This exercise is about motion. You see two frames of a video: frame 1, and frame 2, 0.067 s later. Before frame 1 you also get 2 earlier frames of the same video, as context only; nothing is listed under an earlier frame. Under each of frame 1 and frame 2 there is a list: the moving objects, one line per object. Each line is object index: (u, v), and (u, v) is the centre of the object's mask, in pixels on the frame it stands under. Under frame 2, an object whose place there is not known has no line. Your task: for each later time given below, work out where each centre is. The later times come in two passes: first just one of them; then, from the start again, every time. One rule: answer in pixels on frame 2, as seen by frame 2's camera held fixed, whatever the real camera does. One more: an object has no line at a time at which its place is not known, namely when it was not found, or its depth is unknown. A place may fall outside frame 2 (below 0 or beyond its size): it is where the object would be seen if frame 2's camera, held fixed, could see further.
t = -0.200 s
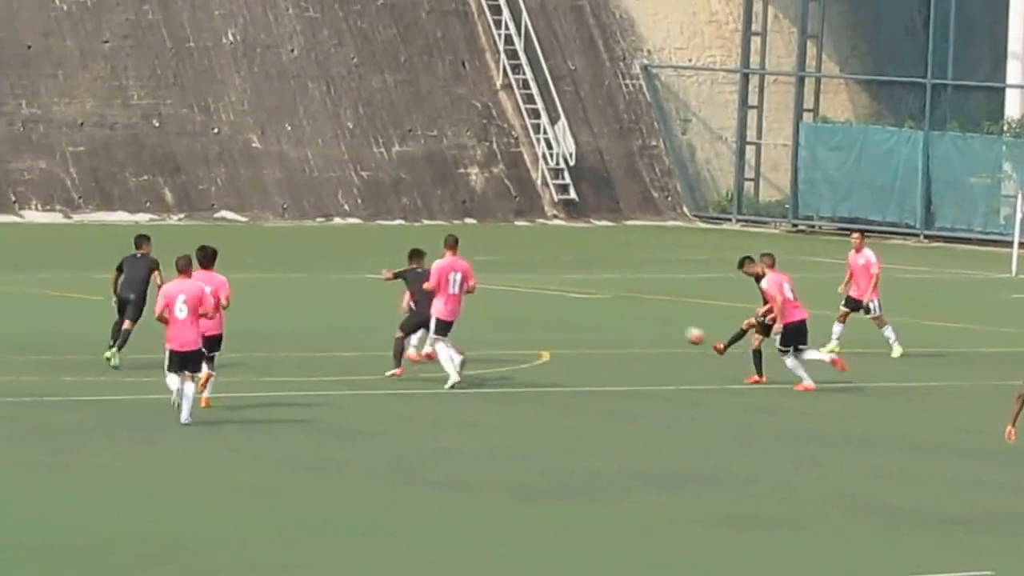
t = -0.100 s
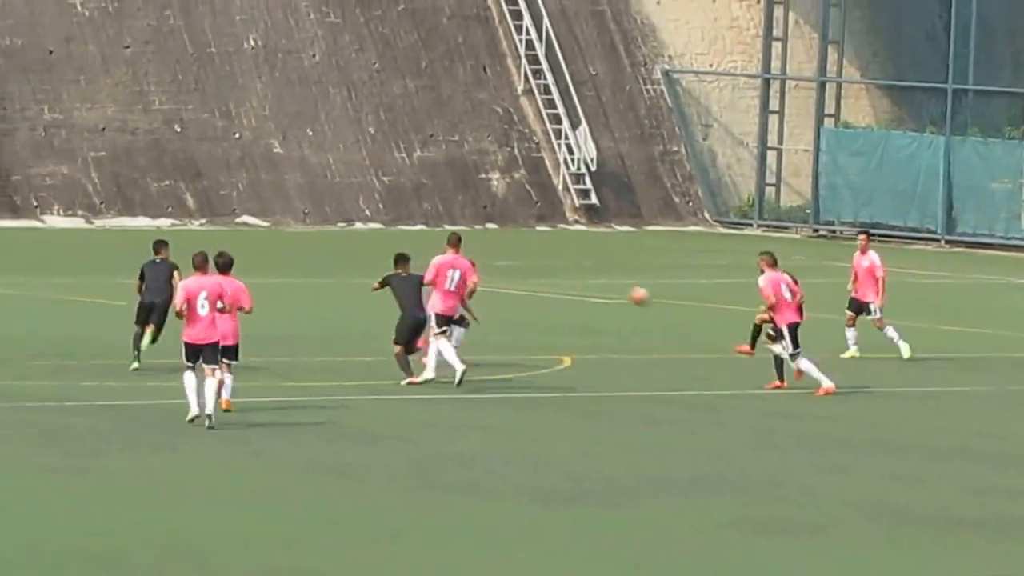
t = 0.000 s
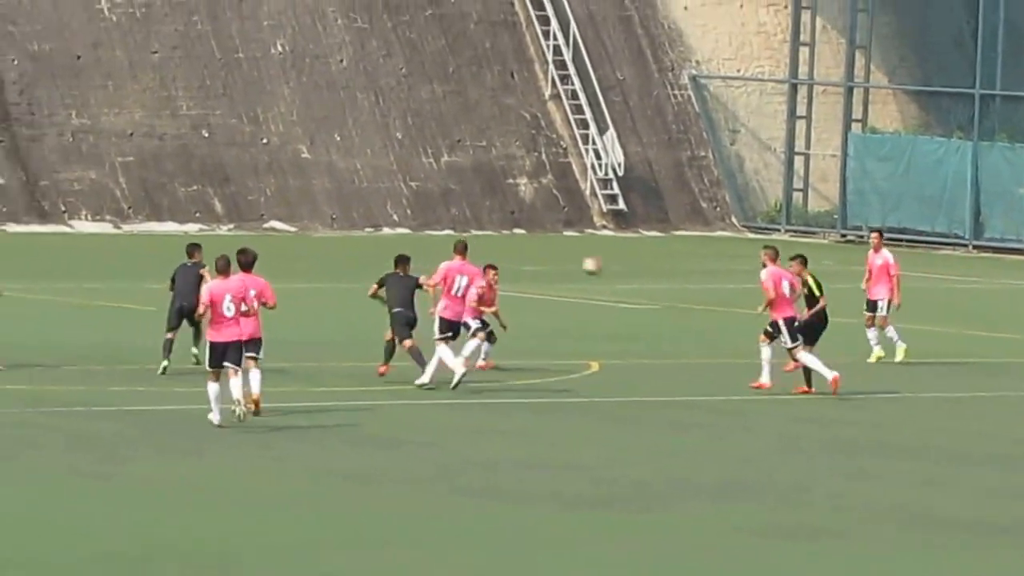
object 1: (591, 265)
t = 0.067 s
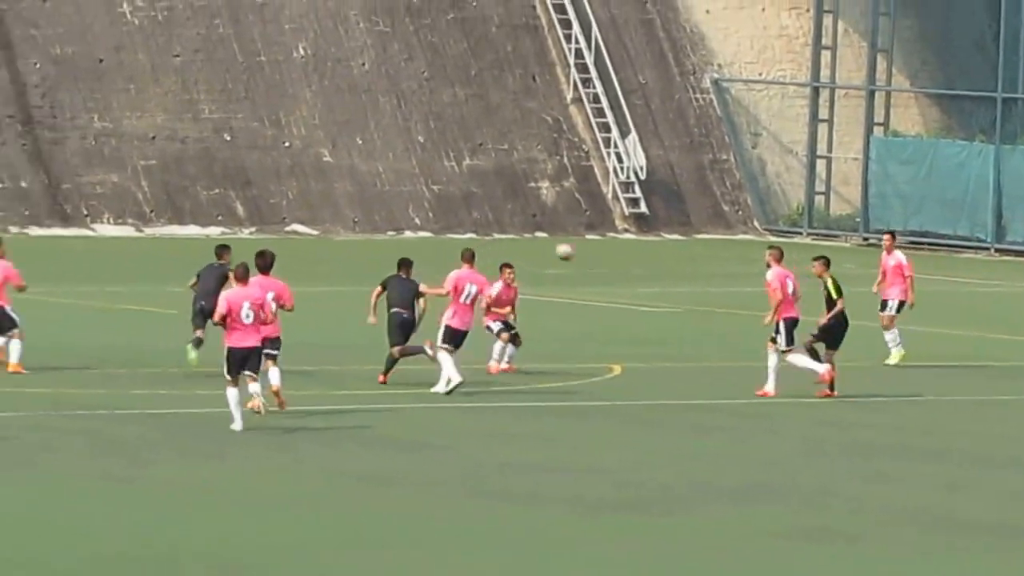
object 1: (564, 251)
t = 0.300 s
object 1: (398, 218)
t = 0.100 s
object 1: (540, 242)
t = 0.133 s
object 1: (516, 237)
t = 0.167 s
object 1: (493, 231)
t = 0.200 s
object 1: (468, 226)
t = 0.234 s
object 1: (445, 222)
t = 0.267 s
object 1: (421, 220)
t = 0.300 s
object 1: (398, 218)
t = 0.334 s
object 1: (375, 218)
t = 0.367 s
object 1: (353, 218)
